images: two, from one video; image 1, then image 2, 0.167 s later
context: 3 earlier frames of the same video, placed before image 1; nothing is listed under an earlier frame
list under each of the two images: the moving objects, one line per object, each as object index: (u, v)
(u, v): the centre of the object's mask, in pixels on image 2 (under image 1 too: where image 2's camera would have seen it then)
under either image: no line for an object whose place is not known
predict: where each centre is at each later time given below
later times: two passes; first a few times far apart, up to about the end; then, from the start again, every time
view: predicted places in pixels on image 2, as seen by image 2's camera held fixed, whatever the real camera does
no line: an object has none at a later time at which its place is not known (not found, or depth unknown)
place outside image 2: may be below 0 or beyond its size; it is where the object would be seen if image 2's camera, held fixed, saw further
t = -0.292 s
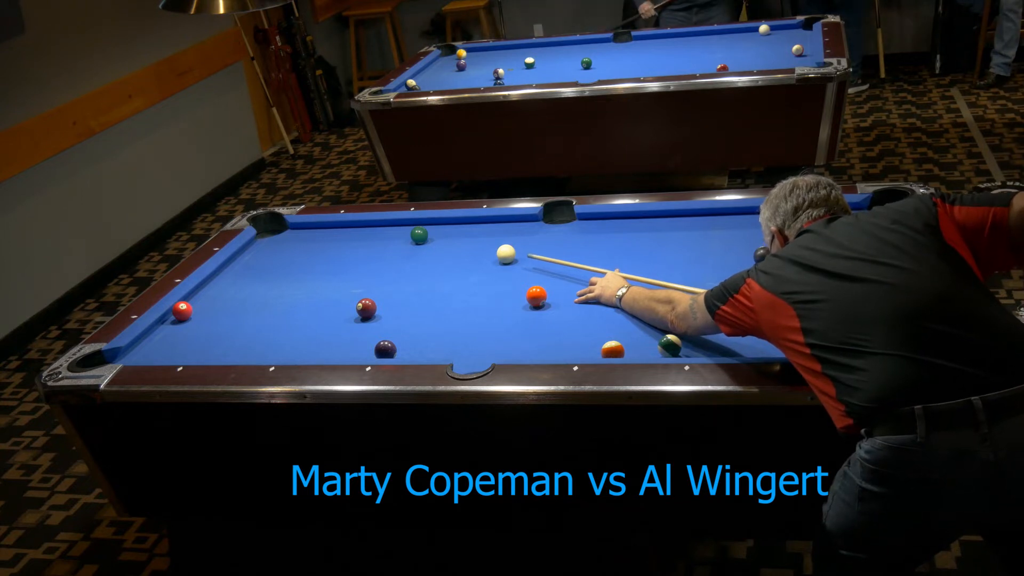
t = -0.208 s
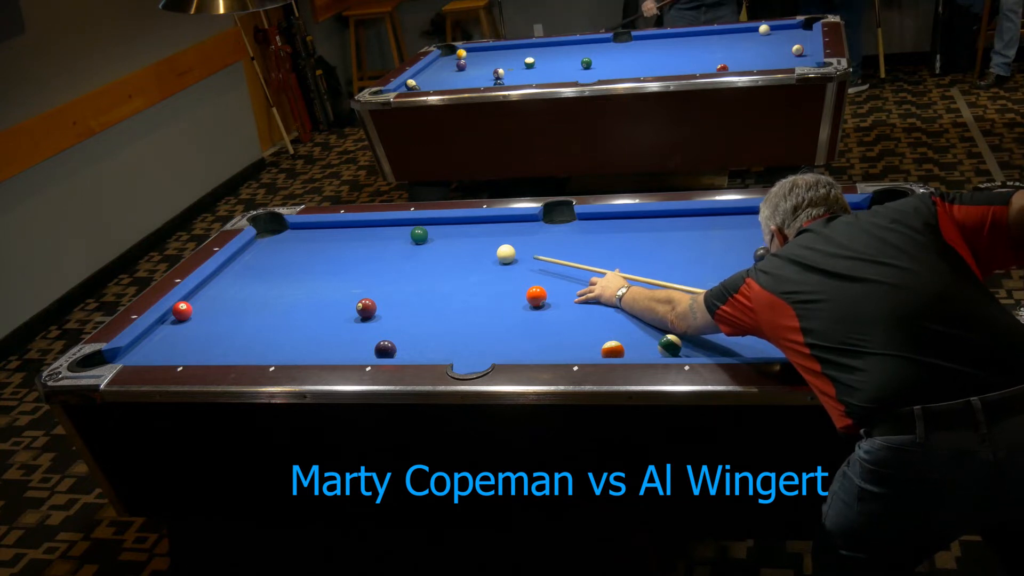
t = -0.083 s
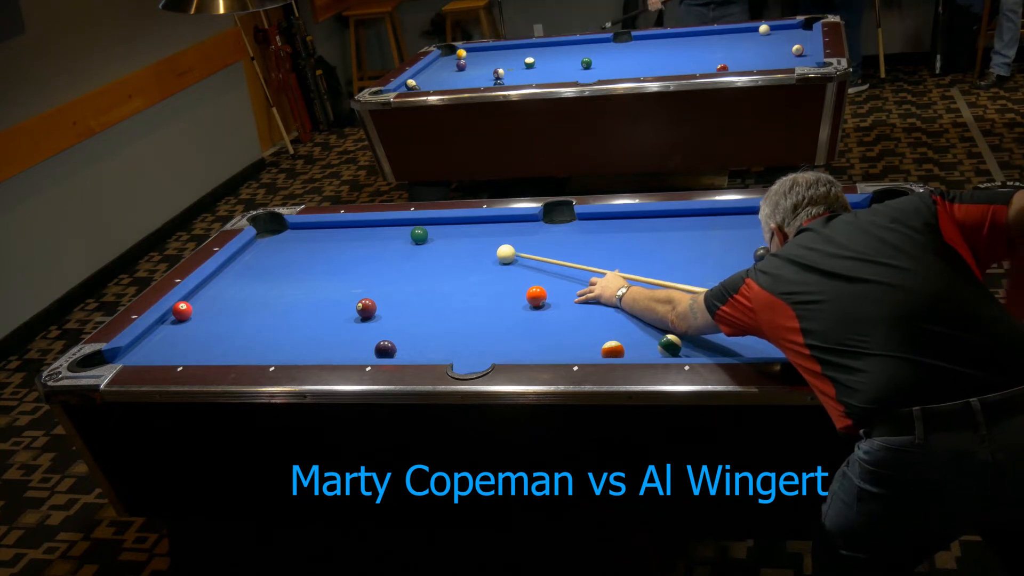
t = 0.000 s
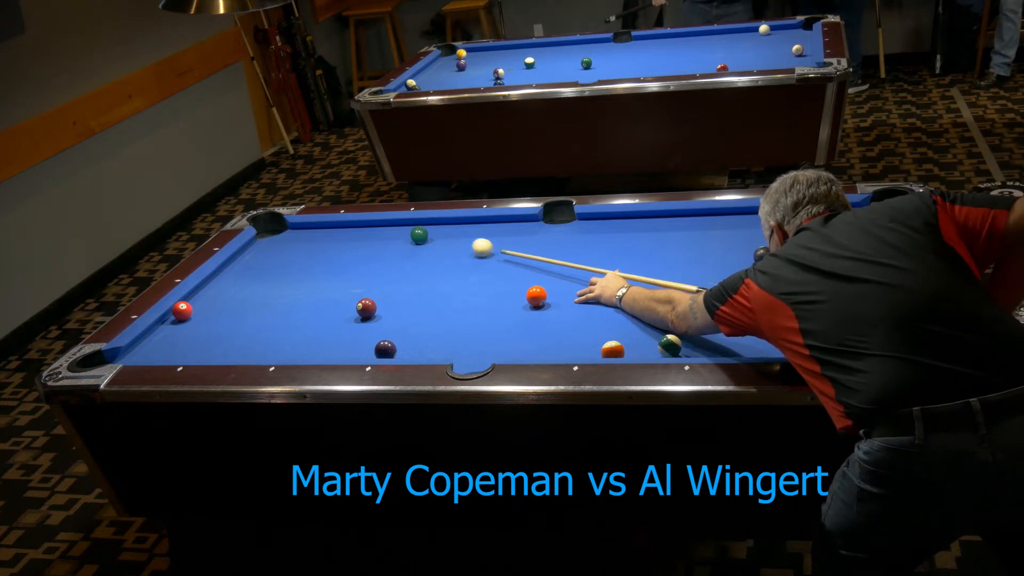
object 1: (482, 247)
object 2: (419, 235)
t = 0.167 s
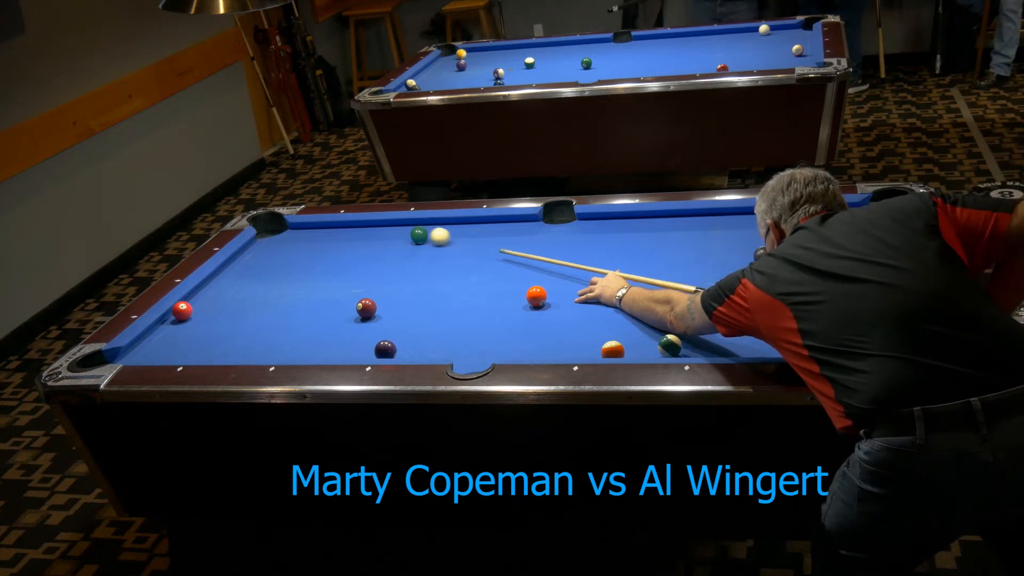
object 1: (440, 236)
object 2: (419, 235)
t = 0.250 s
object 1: (438, 232)
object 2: (403, 235)
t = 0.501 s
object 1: (436, 224)
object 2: (359, 233)
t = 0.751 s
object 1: (429, 230)
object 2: (320, 232)
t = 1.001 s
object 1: (423, 236)
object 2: (284, 230)
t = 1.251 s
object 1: (418, 241)
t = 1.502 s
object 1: (413, 246)
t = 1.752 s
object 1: (410, 250)
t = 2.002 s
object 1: (406, 254)
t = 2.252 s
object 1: (403, 257)
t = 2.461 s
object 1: (402, 259)
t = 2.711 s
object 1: (400, 261)
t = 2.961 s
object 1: (399, 262)
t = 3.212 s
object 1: (399, 263)
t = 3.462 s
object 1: (400, 263)
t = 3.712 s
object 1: (400, 263)
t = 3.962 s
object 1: (400, 263)
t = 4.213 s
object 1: (400, 263)
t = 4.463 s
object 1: (400, 263)
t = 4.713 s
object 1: (400, 263)
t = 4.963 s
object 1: (400, 263)
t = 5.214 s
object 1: (400, 263)
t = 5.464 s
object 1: (400, 263)
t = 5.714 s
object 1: (400, 263)
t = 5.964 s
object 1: (400, 263)
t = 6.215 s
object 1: (400, 263)
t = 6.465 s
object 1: (400, 263)
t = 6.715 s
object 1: (400, 263)
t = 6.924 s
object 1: (400, 263)
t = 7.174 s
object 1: (400, 263)
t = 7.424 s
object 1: (400, 263)
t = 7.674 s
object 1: (400, 263)
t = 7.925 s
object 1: (400, 263)
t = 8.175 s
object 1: (400, 263)
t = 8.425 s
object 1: (400, 263)
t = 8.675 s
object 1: (400, 263)
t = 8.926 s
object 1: (400, 263)
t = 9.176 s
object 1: (400, 263)
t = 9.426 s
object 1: (400, 263)
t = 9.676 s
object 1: (400, 263)
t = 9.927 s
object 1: (400, 263)
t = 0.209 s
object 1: (436, 234)
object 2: (413, 235)
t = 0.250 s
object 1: (438, 232)
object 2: (403, 235)
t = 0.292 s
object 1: (438, 230)
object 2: (394, 234)
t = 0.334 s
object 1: (438, 228)
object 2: (387, 234)
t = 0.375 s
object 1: (438, 226)
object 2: (380, 234)
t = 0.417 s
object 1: (437, 224)
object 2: (372, 233)
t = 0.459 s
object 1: (437, 223)
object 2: (366, 233)
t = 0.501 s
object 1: (436, 224)
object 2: (359, 233)
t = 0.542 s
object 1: (435, 225)
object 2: (352, 233)
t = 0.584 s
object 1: (433, 226)
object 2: (345, 233)
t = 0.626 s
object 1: (432, 227)
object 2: (339, 232)
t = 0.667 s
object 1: (431, 228)
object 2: (332, 232)
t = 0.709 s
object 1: (430, 229)
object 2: (326, 232)
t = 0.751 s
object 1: (429, 230)
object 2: (320, 232)
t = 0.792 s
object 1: (428, 231)
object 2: (314, 231)
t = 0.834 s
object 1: (427, 232)
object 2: (308, 231)
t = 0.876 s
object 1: (426, 233)
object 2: (301, 231)
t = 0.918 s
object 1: (425, 234)
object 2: (295, 231)
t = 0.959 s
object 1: (424, 235)
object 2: (289, 230)
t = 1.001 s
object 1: (423, 236)
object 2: (284, 230)
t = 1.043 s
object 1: (422, 237)
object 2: (278, 230)
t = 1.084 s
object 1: (421, 238)
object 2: (273, 230)
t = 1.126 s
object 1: (420, 239)
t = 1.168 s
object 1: (419, 240)
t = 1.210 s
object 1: (418, 240)
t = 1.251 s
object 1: (418, 241)
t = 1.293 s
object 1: (417, 242)
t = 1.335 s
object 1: (416, 243)
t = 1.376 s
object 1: (416, 244)
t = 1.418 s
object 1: (415, 245)
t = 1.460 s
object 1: (414, 245)
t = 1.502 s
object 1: (413, 246)
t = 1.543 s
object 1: (413, 247)
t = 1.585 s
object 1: (412, 247)
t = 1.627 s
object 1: (411, 248)
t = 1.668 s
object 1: (411, 249)
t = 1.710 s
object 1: (410, 250)
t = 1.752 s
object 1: (410, 250)
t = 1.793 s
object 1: (409, 251)
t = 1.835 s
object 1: (408, 252)
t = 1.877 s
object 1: (408, 252)
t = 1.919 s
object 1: (407, 253)
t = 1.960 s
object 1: (407, 253)
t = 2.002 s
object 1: (406, 254)
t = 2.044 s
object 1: (406, 254)
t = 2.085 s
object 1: (405, 255)
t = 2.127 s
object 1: (405, 256)
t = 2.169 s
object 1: (404, 256)
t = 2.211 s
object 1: (404, 257)
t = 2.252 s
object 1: (403, 257)
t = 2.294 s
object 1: (403, 258)
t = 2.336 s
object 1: (403, 258)
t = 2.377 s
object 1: (403, 258)
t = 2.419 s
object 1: (402, 259)
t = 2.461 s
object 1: (402, 259)
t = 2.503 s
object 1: (402, 260)
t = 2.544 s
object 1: (401, 260)
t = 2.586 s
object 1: (401, 260)
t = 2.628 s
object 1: (401, 261)
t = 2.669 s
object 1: (400, 261)
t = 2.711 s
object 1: (400, 261)
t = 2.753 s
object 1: (400, 261)
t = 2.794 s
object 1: (400, 262)
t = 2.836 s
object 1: (400, 262)
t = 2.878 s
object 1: (399, 262)
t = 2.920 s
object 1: (399, 262)
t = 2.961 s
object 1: (399, 262)
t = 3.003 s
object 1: (399, 262)
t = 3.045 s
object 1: (399, 262)
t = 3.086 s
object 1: (399, 263)
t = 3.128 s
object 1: (399, 263)
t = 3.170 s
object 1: (399, 263)
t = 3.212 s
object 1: (399, 263)
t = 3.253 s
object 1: (400, 263)
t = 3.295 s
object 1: (400, 263)
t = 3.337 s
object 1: (400, 263)
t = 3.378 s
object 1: (400, 263)
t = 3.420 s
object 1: (400, 263)
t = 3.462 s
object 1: (400, 263)
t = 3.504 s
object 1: (400, 263)
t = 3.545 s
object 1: (400, 263)
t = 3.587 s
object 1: (400, 263)
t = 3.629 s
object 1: (400, 263)
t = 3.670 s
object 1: (400, 263)
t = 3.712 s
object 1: (400, 263)
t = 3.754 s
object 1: (400, 263)
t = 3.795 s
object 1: (400, 263)
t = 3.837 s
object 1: (400, 263)
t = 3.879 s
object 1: (400, 263)
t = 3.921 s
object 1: (400, 263)
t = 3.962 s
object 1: (400, 263)
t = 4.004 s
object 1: (400, 263)
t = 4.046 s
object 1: (400, 263)
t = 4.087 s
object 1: (400, 263)
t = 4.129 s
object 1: (400, 263)
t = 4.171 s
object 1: (400, 263)
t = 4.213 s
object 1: (400, 263)
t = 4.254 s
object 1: (400, 263)
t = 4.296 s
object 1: (400, 263)
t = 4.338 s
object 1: (400, 263)
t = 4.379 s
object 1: (400, 263)
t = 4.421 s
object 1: (400, 263)
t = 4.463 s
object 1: (400, 263)
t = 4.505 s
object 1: (400, 263)
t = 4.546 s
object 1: (400, 263)
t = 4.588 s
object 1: (400, 263)
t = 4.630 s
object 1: (400, 263)
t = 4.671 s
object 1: (400, 263)
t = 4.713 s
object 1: (400, 263)
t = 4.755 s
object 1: (400, 263)
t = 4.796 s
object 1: (400, 263)
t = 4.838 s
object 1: (400, 263)
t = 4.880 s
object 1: (400, 263)
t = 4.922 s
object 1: (400, 263)
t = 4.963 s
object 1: (400, 263)
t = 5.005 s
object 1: (400, 263)
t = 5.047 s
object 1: (400, 263)
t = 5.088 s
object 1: (400, 263)
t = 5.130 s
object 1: (400, 263)
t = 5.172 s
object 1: (400, 263)
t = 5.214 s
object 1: (400, 263)
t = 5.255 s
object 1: (400, 263)
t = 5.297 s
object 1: (400, 263)
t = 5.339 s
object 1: (400, 263)
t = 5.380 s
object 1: (400, 263)
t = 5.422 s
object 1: (400, 263)
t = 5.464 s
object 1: (400, 263)
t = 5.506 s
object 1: (400, 263)
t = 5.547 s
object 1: (400, 263)
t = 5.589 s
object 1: (400, 263)
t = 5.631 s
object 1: (400, 263)
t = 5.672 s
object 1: (400, 263)
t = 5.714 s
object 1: (400, 263)
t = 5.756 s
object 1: (400, 263)
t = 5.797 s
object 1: (400, 263)
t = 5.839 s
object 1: (400, 263)
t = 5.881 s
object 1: (400, 263)
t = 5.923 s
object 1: (400, 263)
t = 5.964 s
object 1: (400, 263)
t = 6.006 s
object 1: (400, 263)
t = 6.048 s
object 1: (400, 263)
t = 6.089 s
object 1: (400, 263)
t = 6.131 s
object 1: (400, 263)
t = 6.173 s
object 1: (400, 263)
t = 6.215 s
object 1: (400, 263)
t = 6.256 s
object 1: (400, 263)
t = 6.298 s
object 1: (400, 263)
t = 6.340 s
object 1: (400, 263)
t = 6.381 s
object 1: (400, 263)
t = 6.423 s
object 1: (400, 263)
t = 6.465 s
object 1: (400, 263)
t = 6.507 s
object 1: (400, 263)
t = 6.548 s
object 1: (400, 263)
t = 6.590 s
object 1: (400, 263)
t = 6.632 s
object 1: (400, 263)
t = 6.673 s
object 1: (400, 263)
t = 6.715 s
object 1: (400, 263)
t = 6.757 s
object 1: (400, 263)
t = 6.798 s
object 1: (400, 263)
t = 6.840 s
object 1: (400, 263)
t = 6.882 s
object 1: (400, 263)
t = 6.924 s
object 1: (400, 263)
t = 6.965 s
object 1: (400, 263)
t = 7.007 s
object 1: (400, 263)
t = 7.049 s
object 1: (400, 263)
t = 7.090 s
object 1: (400, 263)
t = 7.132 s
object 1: (400, 263)
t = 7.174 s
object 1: (400, 263)
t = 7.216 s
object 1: (400, 263)
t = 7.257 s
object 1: (400, 263)
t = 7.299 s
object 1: (400, 263)
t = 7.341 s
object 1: (400, 263)
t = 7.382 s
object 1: (400, 263)
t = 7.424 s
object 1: (400, 263)
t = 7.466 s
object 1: (400, 263)
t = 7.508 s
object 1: (400, 263)
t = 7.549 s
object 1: (400, 263)
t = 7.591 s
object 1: (400, 263)
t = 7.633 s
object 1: (400, 263)
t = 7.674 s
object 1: (400, 263)
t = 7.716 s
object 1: (400, 263)
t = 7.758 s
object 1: (400, 263)
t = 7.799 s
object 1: (400, 263)
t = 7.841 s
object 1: (400, 263)
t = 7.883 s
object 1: (400, 263)
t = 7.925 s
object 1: (400, 263)
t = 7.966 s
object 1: (400, 263)
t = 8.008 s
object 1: (400, 263)
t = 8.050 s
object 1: (400, 263)
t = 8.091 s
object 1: (400, 263)
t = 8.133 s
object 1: (400, 263)
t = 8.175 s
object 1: (400, 263)
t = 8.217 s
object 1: (400, 263)
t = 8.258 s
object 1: (400, 263)
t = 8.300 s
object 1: (400, 263)
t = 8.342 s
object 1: (400, 263)
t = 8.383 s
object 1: (400, 263)
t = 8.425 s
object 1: (400, 263)
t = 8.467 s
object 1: (400, 263)
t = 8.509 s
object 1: (400, 263)
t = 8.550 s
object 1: (400, 263)
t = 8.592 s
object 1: (400, 263)
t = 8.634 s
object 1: (400, 263)
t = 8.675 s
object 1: (400, 263)
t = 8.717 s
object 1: (400, 263)
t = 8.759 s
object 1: (400, 263)
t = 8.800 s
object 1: (400, 263)
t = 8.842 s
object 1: (400, 263)
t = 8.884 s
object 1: (400, 263)
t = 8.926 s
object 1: (400, 263)
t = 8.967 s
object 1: (400, 263)
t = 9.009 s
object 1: (400, 263)
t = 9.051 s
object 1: (400, 263)
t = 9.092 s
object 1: (400, 263)
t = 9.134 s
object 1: (400, 263)
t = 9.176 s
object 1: (400, 263)
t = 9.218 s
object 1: (400, 263)
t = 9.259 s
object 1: (400, 263)
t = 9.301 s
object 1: (400, 263)
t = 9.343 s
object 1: (400, 263)
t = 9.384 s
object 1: (400, 263)
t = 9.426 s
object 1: (400, 263)
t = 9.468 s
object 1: (400, 263)
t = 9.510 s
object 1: (400, 263)
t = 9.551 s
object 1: (400, 263)
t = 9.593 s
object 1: (400, 263)
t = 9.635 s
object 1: (400, 263)
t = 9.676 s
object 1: (400, 263)
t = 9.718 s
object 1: (400, 263)
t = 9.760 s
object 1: (400, 263)
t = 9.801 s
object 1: (400, 263)
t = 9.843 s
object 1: (400, 263)
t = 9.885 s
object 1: (400, 263)
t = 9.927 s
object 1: (400, 263)
